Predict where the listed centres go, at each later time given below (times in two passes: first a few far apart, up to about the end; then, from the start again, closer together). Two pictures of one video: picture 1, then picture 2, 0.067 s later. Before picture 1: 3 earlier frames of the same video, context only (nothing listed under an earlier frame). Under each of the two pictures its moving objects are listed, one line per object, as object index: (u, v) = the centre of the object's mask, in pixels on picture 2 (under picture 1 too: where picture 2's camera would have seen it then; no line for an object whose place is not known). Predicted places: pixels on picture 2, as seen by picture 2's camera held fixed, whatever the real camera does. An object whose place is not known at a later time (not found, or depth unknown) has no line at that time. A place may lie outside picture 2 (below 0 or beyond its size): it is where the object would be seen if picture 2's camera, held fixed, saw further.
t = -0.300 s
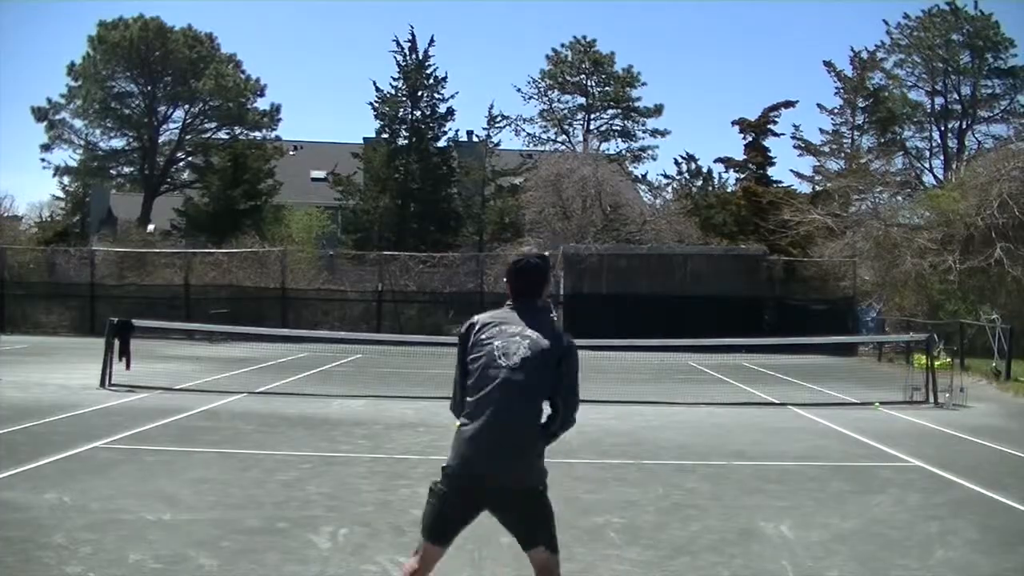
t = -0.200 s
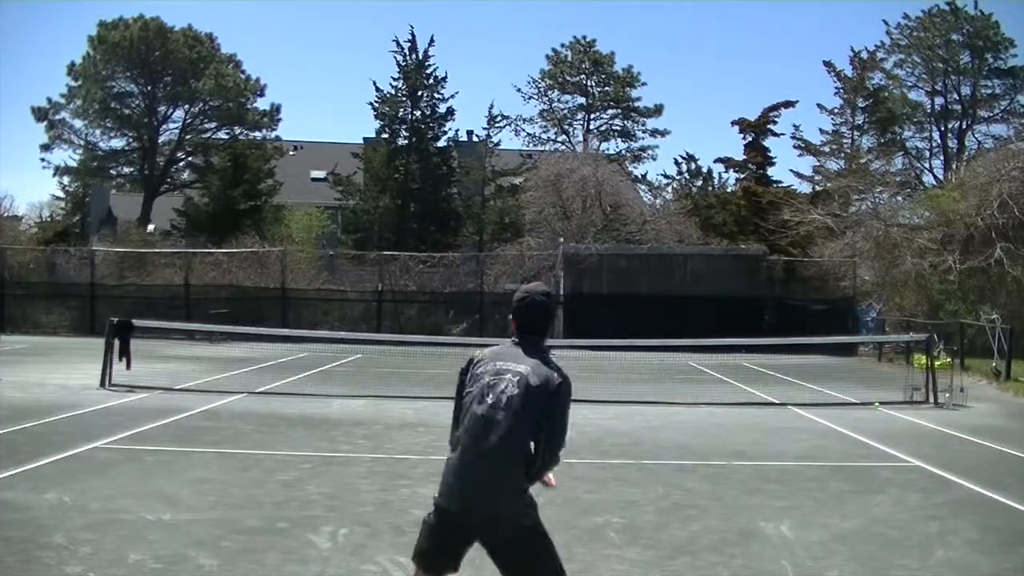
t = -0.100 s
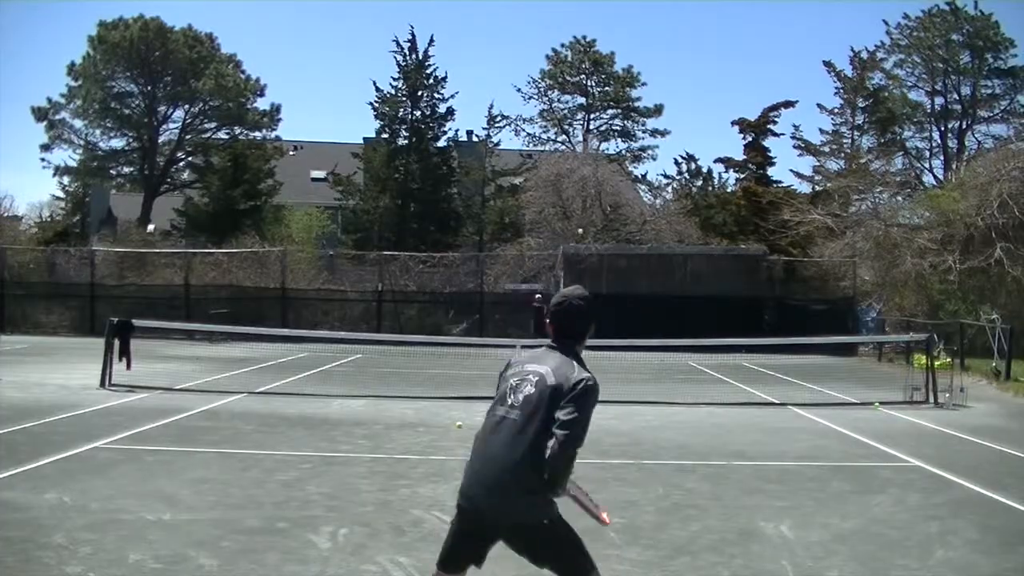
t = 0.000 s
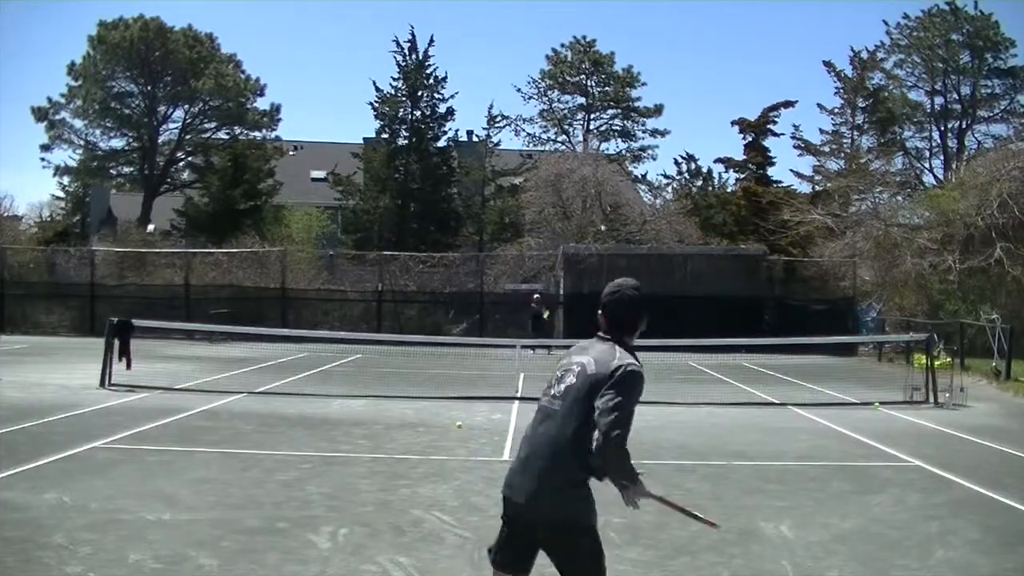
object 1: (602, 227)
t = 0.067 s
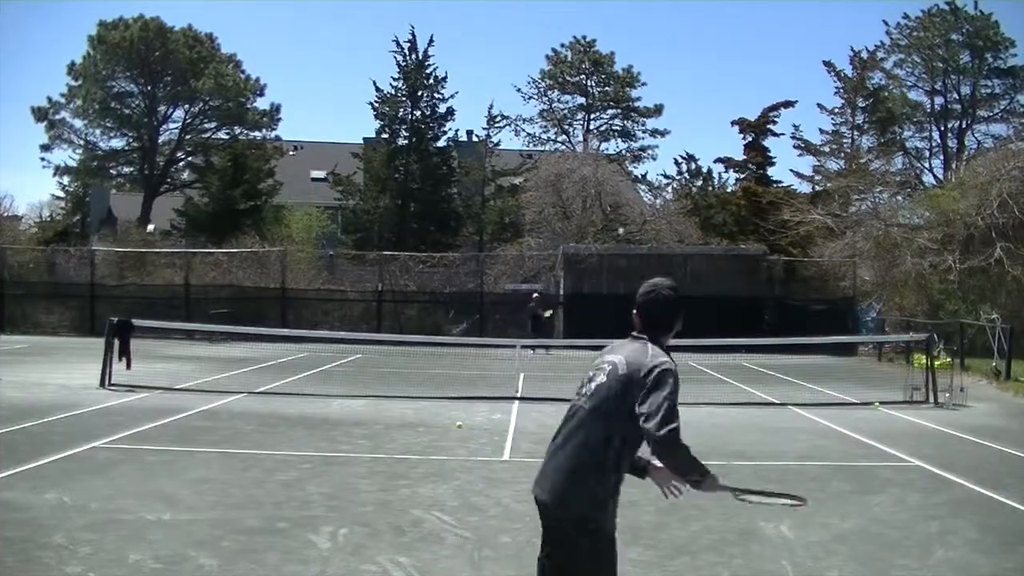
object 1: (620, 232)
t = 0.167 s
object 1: (652, 243)
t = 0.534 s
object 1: (860, 440)
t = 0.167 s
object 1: (652, 243)
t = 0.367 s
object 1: (743, 311)
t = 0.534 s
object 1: (860, 440)
